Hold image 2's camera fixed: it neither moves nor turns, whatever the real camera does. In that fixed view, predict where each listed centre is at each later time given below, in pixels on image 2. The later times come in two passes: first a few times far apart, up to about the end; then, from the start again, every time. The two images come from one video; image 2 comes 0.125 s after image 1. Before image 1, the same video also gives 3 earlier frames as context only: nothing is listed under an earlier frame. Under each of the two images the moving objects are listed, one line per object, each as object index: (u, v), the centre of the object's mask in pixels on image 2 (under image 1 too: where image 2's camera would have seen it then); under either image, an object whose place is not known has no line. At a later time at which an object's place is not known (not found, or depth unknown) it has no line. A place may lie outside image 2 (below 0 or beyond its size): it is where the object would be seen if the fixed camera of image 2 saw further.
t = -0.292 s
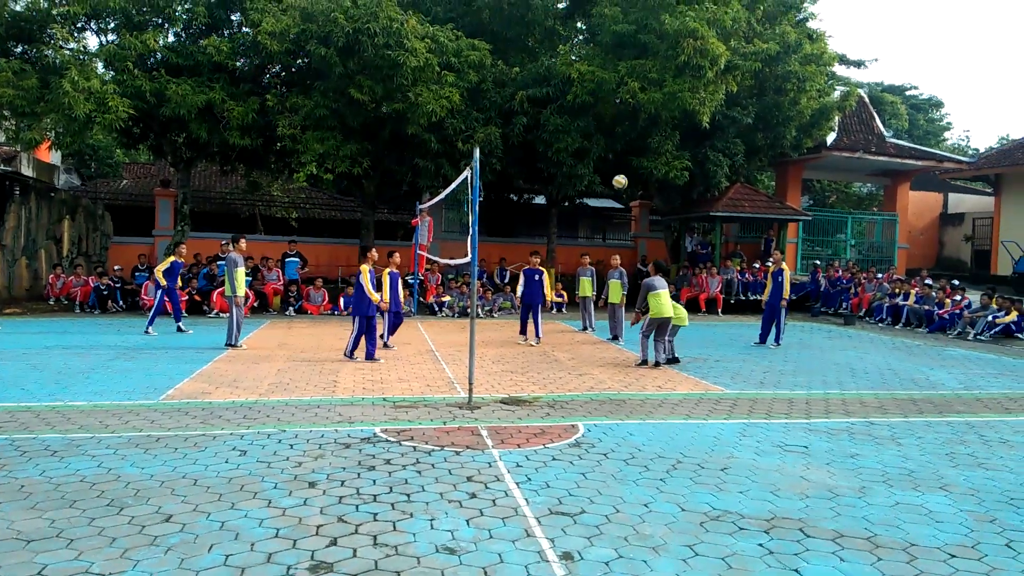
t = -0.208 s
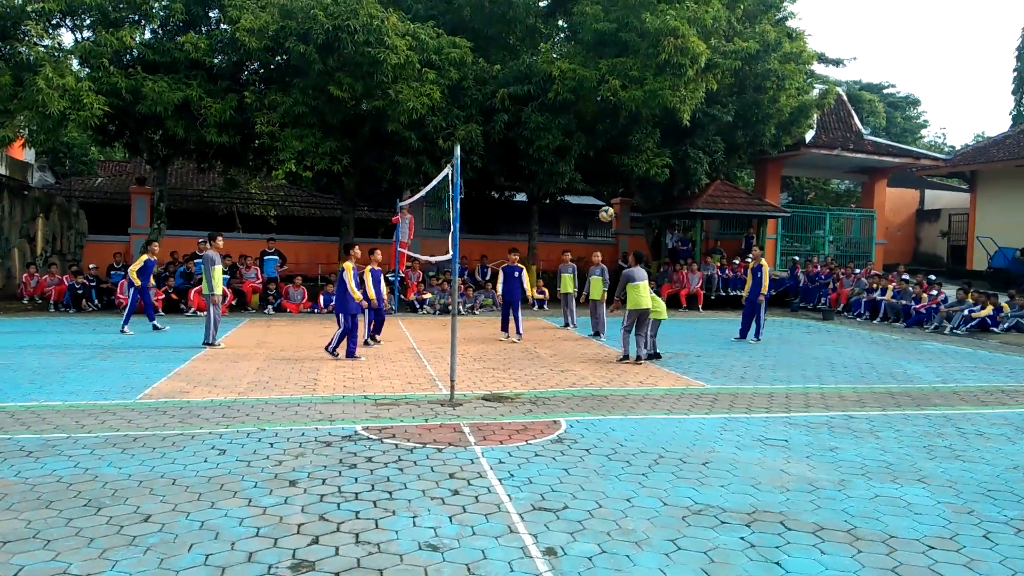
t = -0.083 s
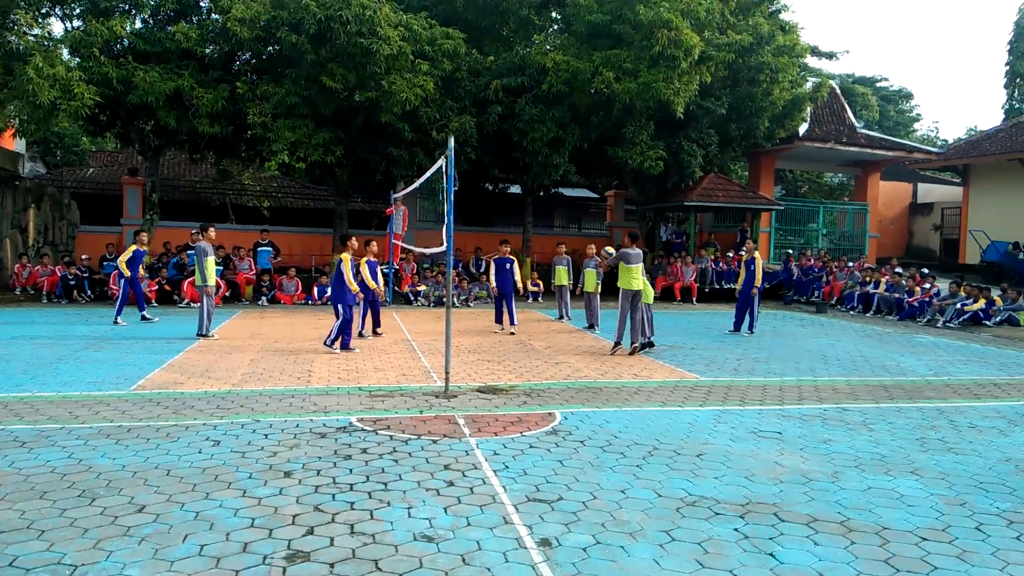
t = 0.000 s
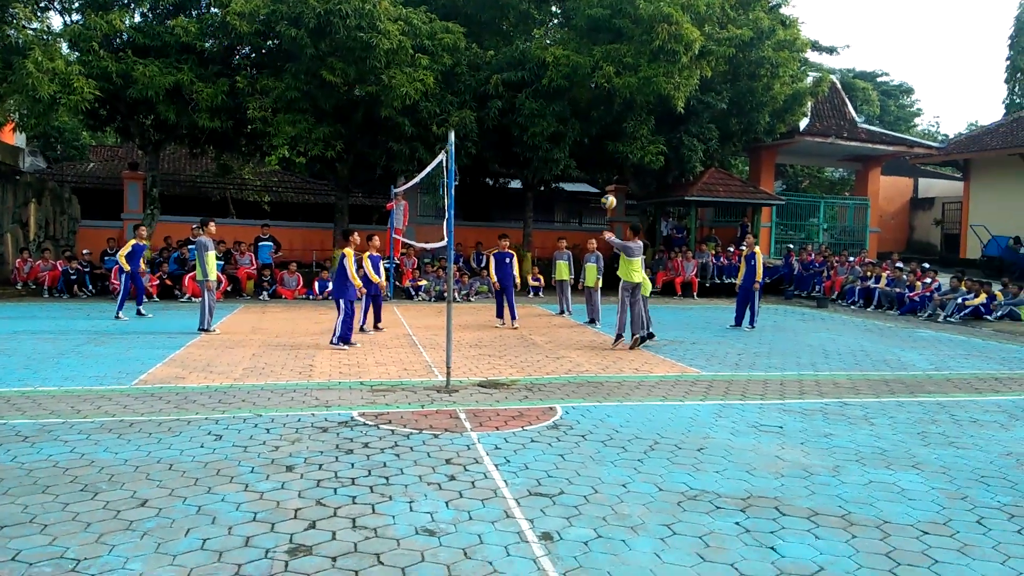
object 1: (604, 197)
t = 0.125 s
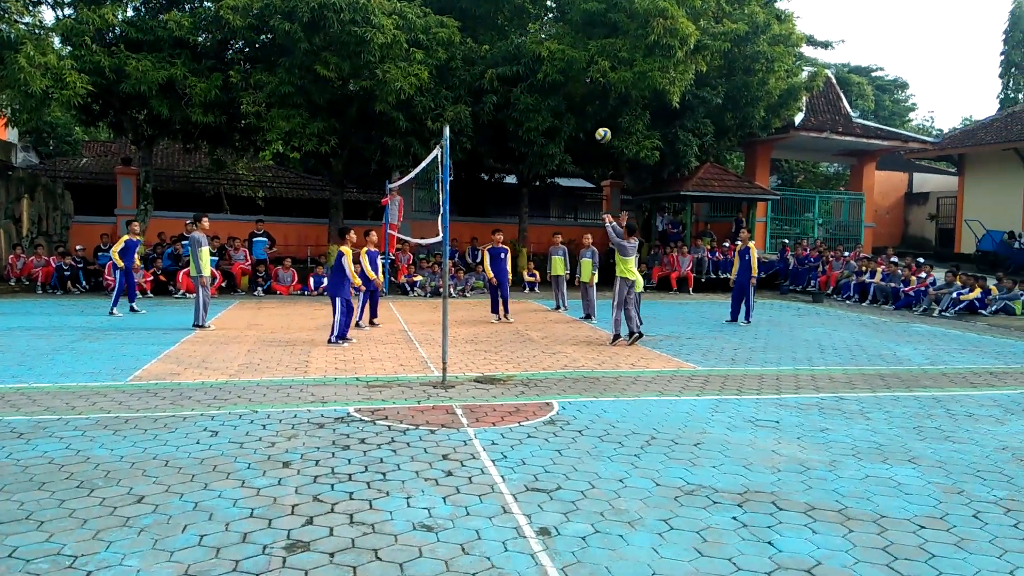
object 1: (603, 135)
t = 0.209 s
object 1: (603, 99)
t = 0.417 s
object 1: (602, 28)
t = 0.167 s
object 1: (603, 116)
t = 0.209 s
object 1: (603, 99)
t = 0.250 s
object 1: (603, 82)
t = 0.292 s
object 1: (603, 67)
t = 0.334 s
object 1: (602, 52)
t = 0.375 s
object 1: (602, 39)
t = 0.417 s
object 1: (602, 28)
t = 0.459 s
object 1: (602, 17)
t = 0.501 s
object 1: (601, 10)
